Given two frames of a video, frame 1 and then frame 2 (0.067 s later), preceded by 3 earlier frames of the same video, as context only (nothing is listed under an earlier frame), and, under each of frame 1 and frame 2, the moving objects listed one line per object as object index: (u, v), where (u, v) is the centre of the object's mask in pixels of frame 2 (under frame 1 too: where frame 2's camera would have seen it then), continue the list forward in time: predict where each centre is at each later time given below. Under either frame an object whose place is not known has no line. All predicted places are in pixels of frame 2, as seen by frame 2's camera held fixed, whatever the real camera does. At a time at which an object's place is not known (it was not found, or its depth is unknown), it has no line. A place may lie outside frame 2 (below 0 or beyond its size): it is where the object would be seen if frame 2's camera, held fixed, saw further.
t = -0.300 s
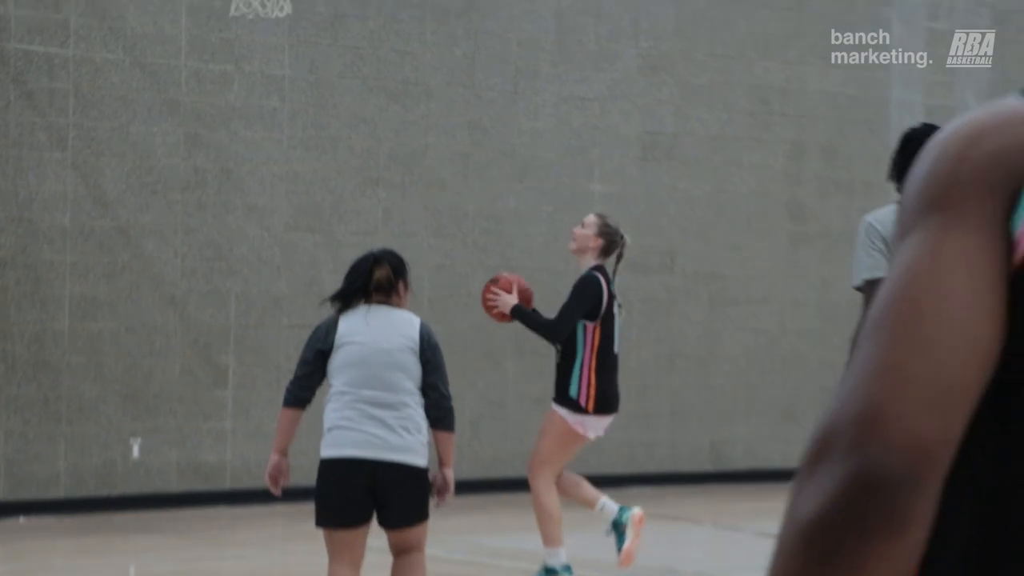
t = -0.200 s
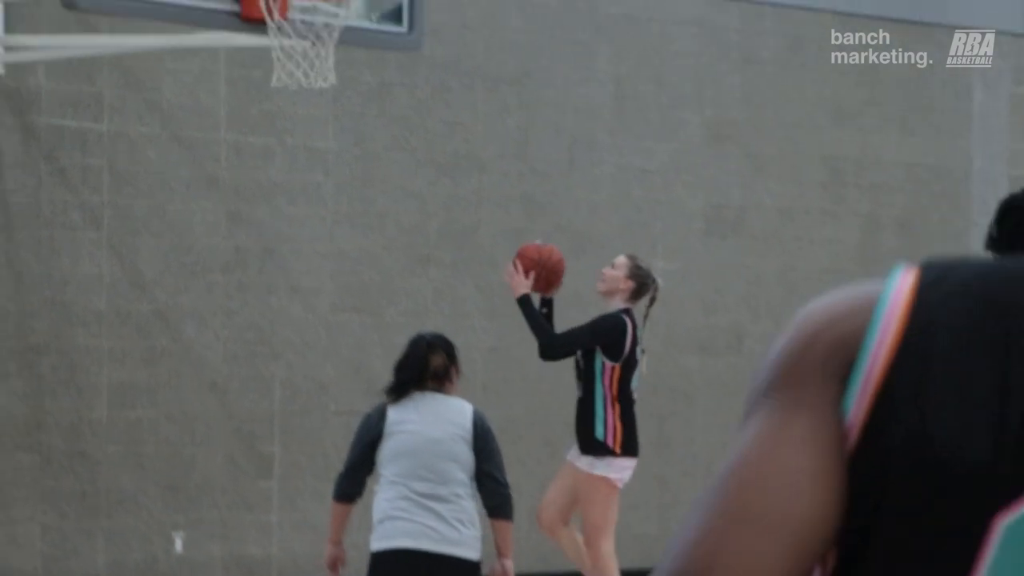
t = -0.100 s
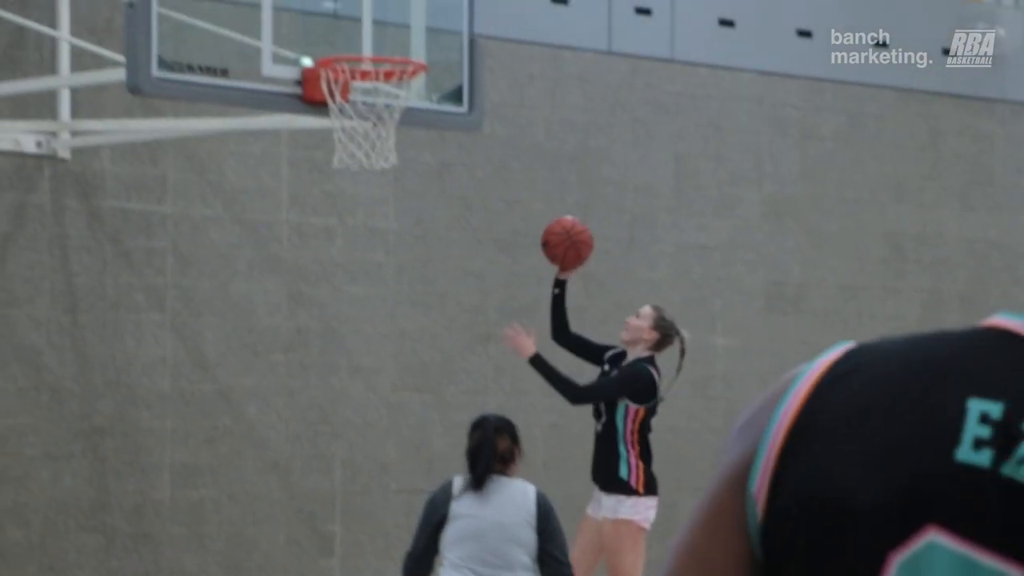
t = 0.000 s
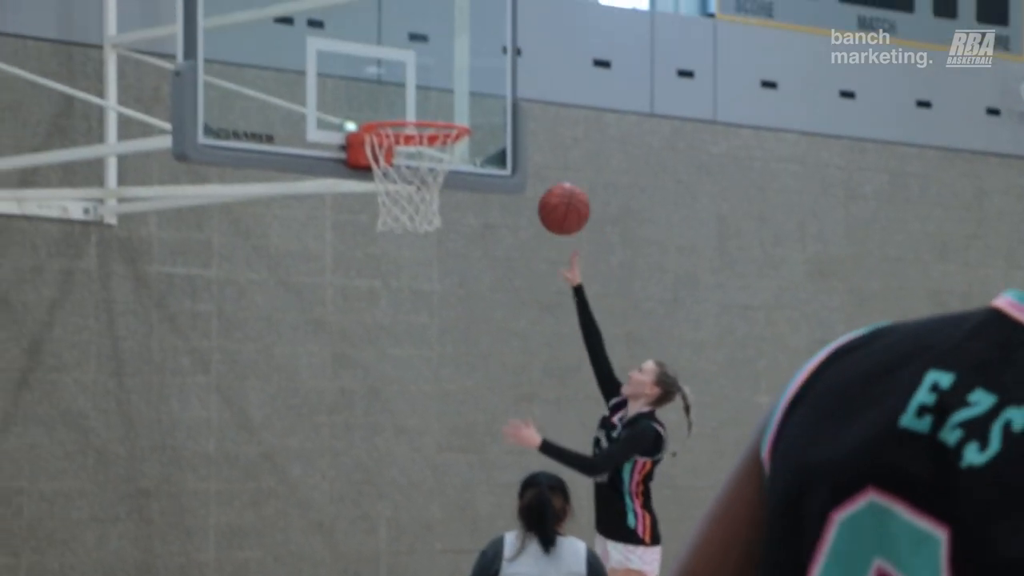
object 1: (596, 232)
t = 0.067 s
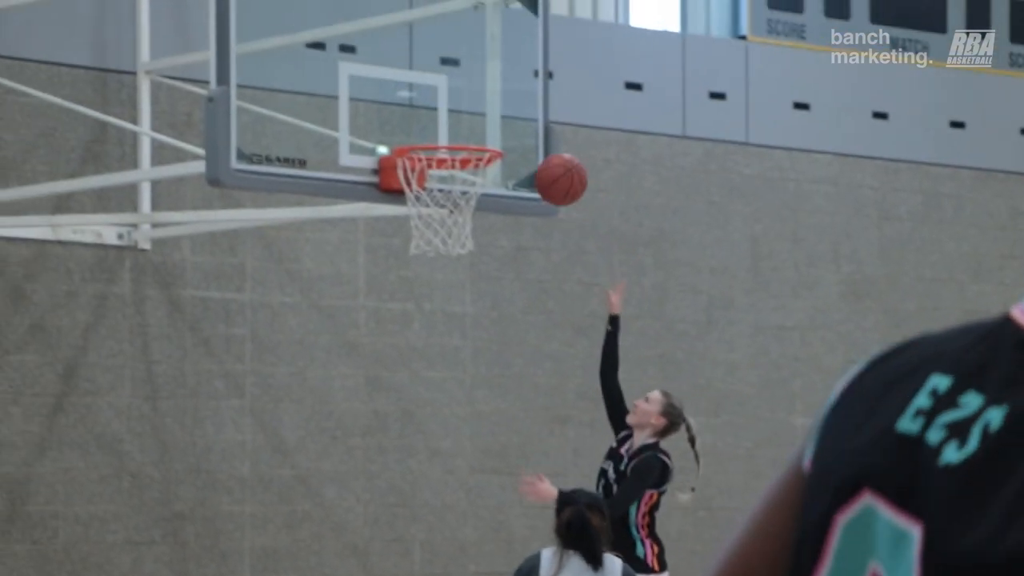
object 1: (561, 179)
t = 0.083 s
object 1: (552, 168)
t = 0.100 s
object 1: (543, 157)
